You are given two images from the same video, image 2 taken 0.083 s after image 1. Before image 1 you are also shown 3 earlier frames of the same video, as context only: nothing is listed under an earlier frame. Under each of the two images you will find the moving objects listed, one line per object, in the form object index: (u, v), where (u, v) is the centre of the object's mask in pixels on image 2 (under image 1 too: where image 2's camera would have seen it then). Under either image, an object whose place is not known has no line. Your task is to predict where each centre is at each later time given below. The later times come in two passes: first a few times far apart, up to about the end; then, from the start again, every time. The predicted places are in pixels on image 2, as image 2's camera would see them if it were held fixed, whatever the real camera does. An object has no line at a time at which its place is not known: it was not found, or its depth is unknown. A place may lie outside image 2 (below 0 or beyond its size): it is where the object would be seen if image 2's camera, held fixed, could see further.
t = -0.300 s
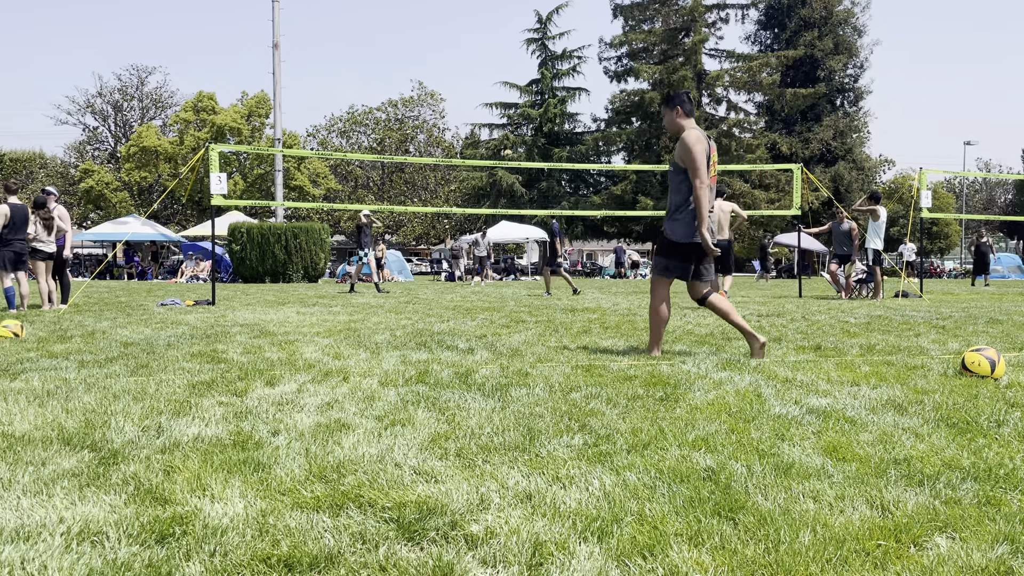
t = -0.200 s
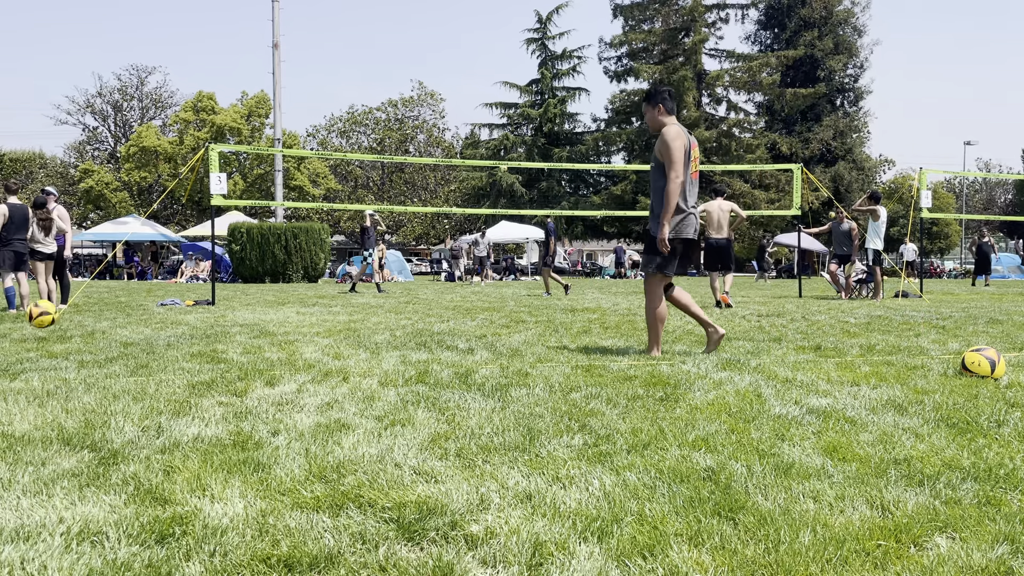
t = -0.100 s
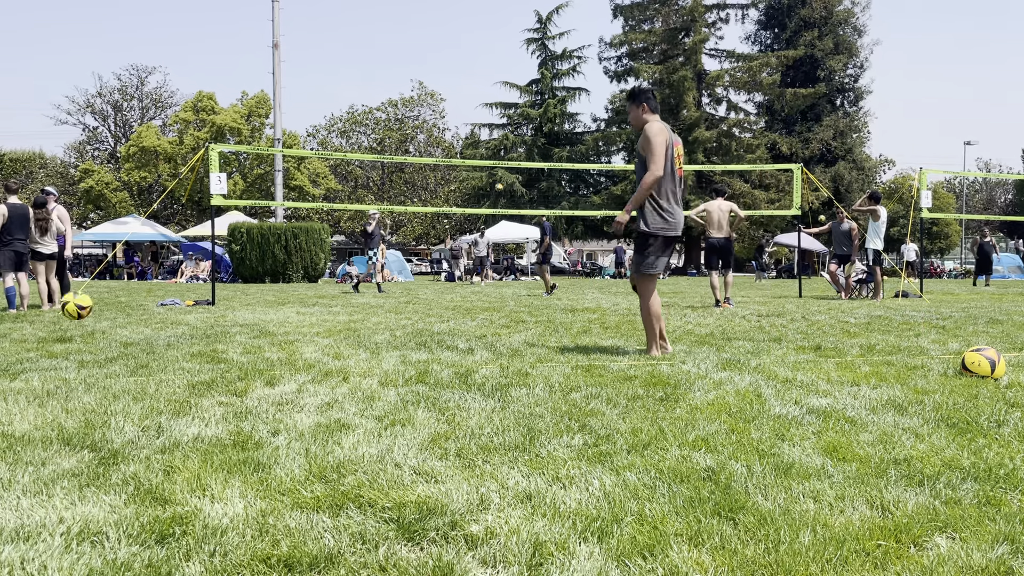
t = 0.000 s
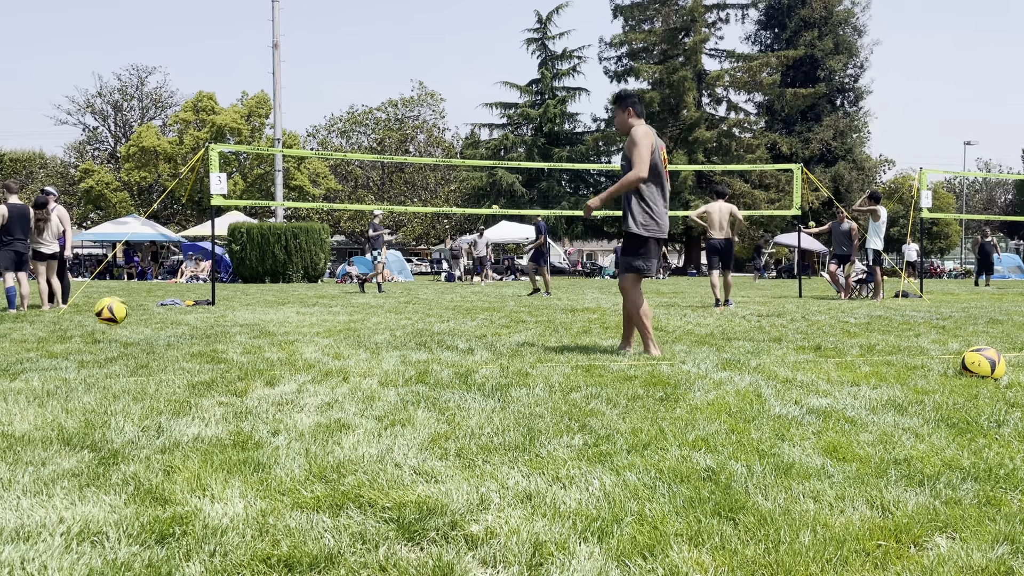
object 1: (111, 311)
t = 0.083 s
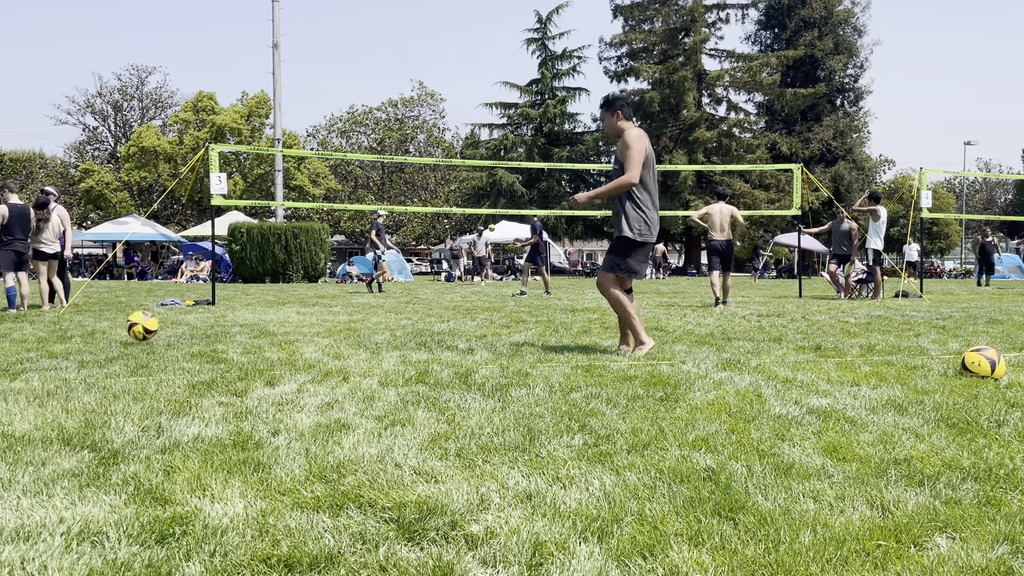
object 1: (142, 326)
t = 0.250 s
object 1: (198, 328)
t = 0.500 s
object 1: (278, 342)
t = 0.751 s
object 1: (349, 343)
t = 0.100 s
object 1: (148, 330)
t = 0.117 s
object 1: (155, 332)
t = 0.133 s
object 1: (161, 336)
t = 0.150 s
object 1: (166, 336)
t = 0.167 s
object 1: (171, 335)
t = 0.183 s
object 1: (177, 333)
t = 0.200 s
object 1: (182, 331)
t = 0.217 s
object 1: (188, 331)
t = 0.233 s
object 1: (192, 329)
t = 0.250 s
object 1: (198, 328)
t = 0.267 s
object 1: (203, 328)
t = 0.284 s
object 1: (208, 327)
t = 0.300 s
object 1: (214, 328)
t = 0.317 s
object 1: (220, 328)
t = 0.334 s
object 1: (225, 329)
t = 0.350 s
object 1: (231, 331)
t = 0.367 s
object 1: (236, 333)
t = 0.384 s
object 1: (241, 334)
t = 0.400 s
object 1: (247, 336)
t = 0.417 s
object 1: (253, 338)
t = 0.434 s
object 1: (259, 340)
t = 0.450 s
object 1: (264, 341)
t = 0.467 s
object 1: (268, 342)
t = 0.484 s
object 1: (273, 342)
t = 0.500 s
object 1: (278, 342)
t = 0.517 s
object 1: (283, 342)
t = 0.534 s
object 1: (288, 342)
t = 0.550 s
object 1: (293, 342)
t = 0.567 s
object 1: (298, 342)
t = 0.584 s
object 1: (302, 342)
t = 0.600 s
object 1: (307, 341)
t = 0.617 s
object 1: (311, 342)
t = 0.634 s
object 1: (316, 340)
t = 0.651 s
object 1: (321, 341)
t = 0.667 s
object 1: (326, 341)
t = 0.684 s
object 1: (331, 342)
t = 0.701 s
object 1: (336, 342)
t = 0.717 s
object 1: (340, 342)
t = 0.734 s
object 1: (344, 343)
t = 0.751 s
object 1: (349, 343)
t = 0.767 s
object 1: (355, 344)
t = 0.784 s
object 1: (359, 345)
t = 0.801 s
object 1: (365, 346)
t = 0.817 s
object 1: (369, 346)
